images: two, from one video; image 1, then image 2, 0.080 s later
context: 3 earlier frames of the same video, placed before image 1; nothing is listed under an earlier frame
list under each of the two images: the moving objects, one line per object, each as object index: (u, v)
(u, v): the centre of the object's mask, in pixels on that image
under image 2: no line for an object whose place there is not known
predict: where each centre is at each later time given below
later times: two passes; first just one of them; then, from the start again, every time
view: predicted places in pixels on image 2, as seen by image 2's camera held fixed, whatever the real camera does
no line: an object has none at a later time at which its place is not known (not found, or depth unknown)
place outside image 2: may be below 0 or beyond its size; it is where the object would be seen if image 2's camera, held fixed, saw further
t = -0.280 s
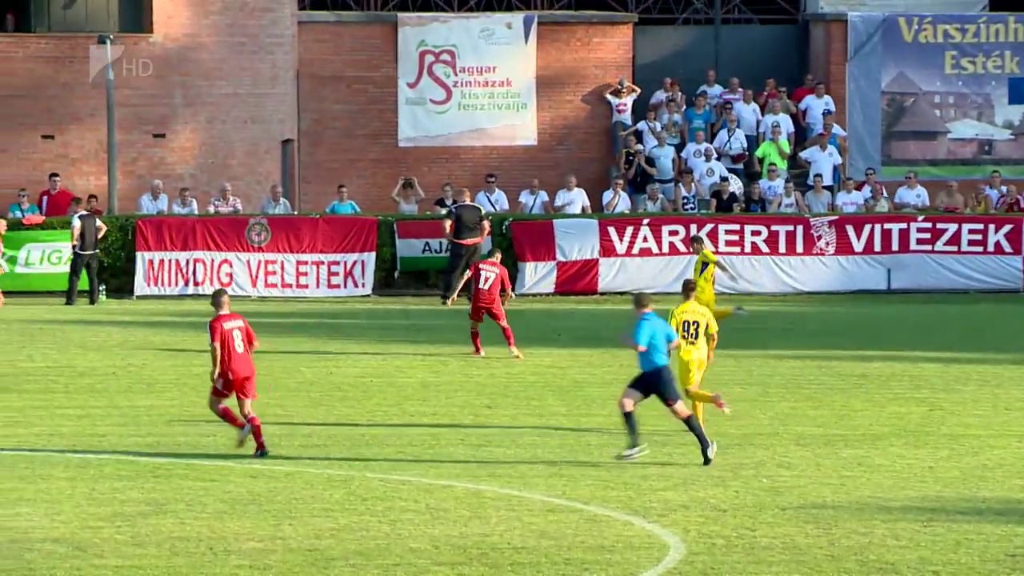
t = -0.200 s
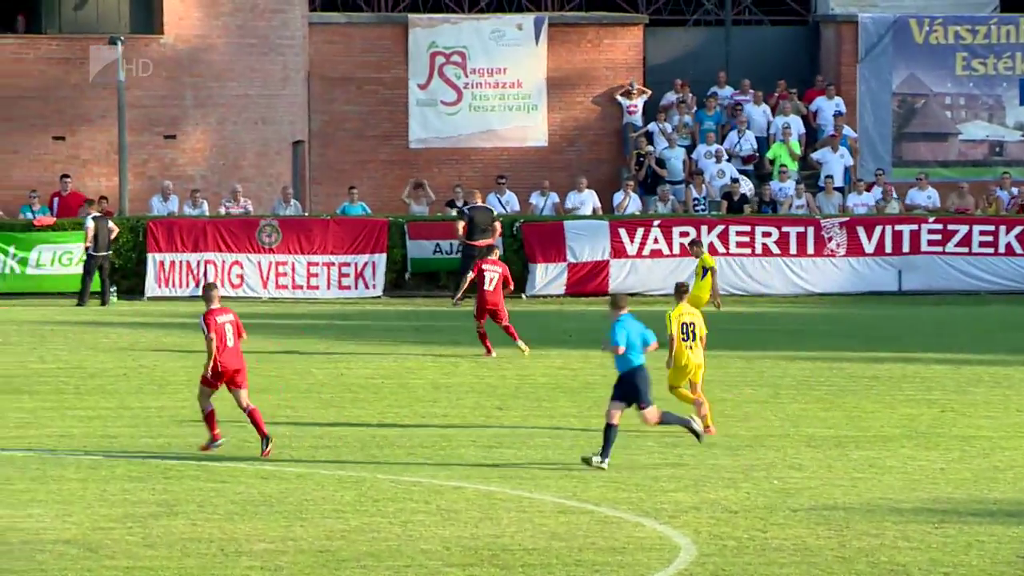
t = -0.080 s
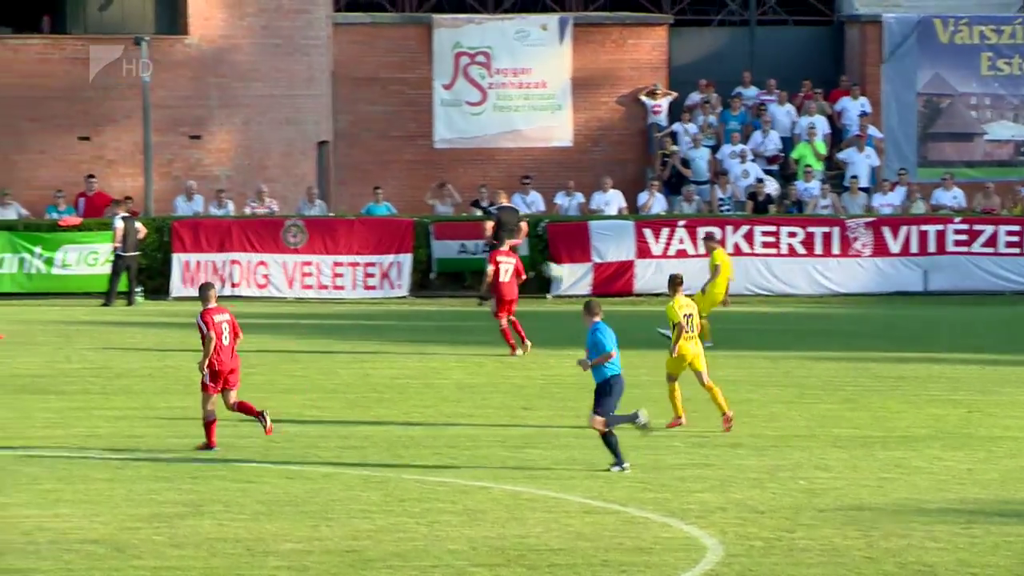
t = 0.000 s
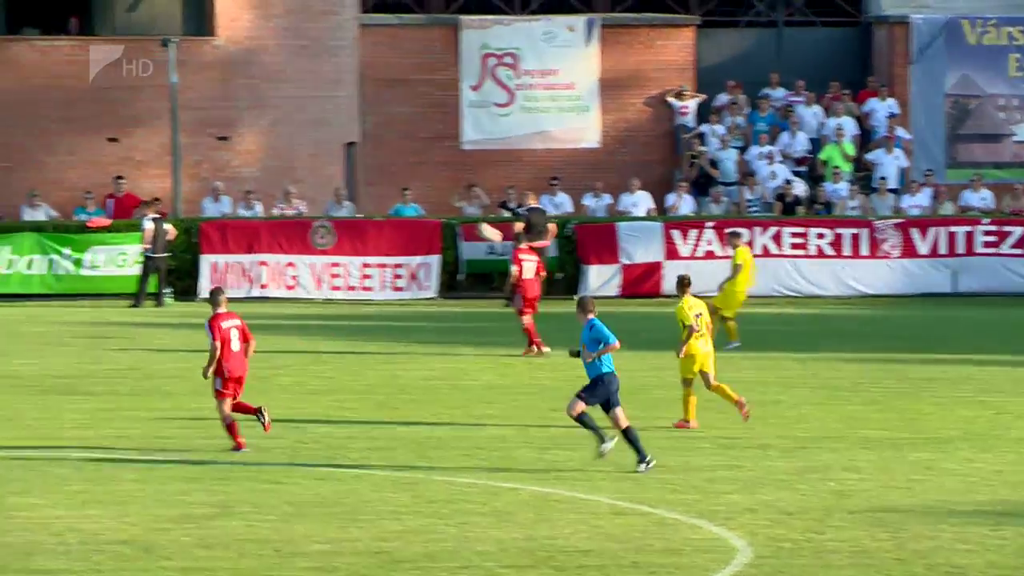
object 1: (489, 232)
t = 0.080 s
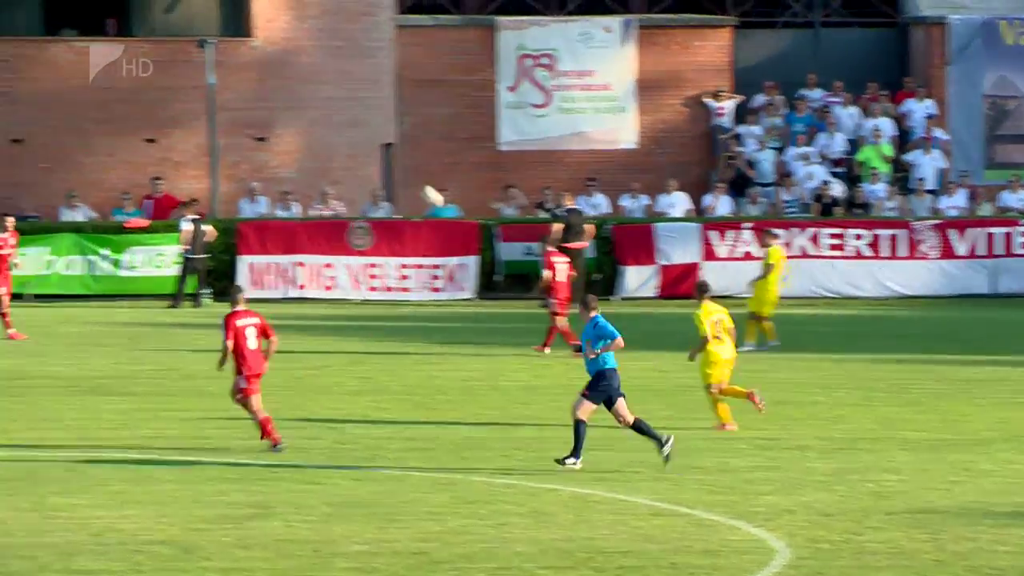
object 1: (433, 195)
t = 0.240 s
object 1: (255, 129)
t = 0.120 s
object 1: (388, 178)
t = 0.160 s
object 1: (343, 160)
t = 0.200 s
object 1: (298, 145)
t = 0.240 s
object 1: (255, 129)
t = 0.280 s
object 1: (212, 114)
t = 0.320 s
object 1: (166, 100)
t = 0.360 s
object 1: (121, 86)
